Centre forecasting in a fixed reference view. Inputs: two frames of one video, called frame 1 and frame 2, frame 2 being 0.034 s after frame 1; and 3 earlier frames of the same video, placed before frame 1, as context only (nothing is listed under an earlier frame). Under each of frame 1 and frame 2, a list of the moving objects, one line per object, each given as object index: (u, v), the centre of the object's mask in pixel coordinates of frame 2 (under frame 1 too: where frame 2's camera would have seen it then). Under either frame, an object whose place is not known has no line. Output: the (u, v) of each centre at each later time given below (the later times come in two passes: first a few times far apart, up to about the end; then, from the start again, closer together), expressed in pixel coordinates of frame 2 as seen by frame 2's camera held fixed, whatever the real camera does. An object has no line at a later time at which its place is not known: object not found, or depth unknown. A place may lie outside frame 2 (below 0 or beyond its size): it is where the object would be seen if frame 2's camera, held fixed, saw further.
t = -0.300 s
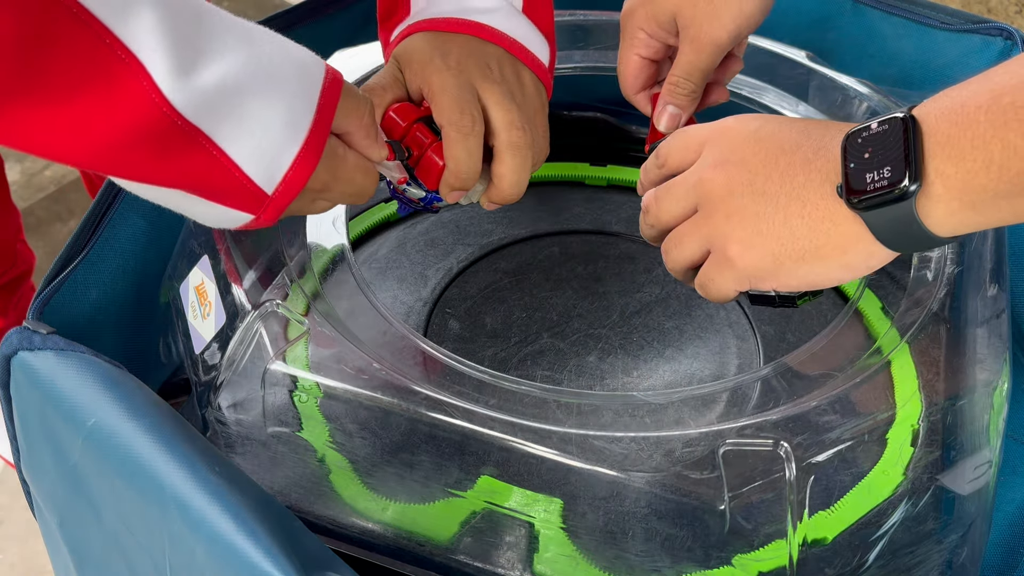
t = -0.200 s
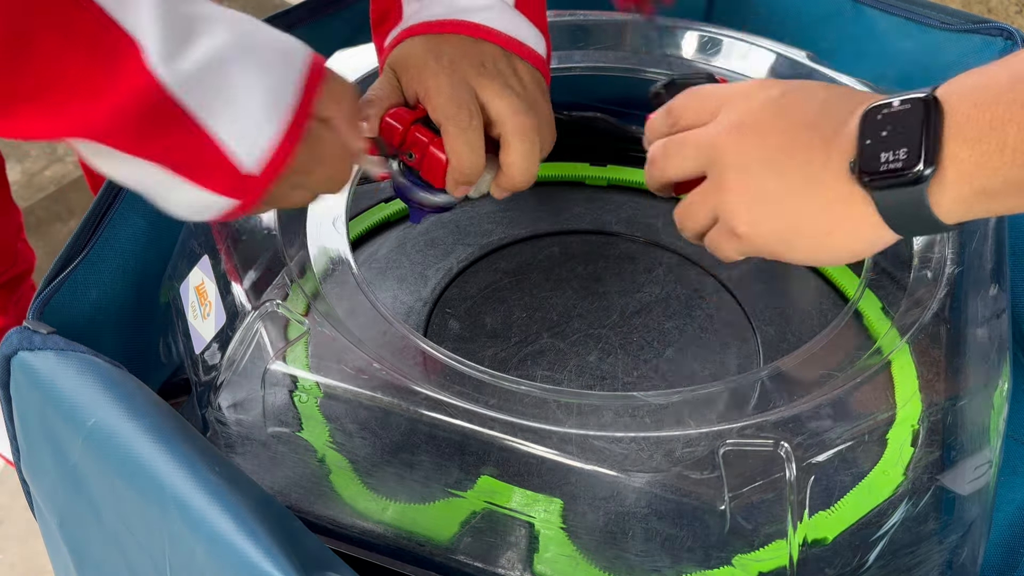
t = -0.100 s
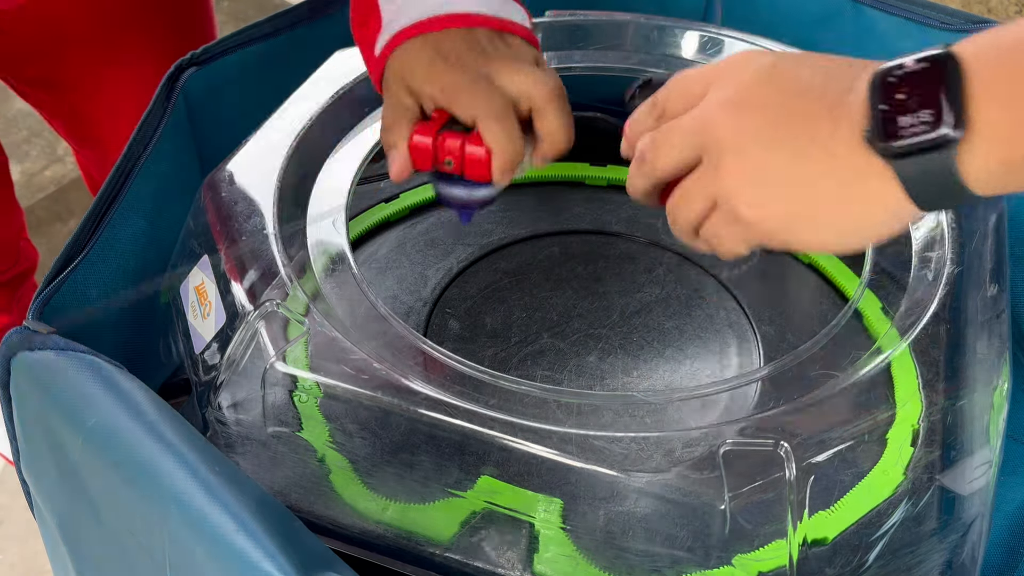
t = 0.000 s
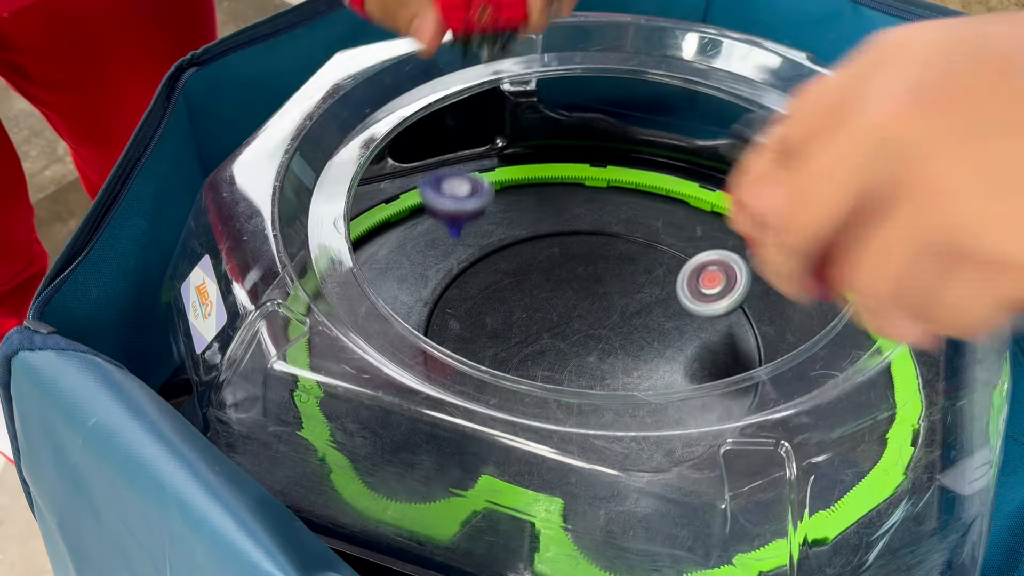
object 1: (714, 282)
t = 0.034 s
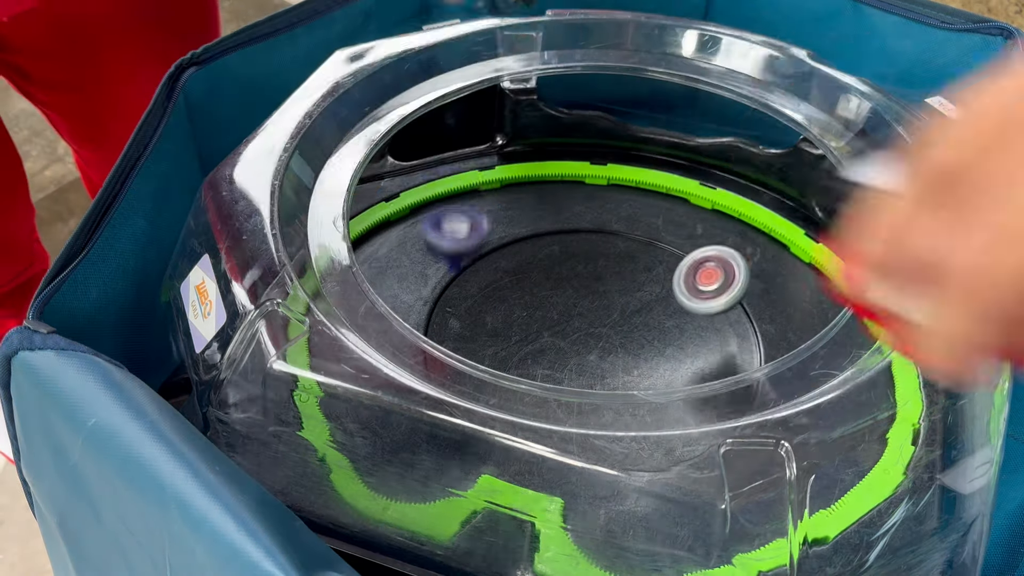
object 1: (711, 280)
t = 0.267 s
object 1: (640, 397)
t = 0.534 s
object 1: (551, 435)
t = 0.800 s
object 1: (574, 401)
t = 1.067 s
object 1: (621, 349)
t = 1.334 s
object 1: (583, 364)
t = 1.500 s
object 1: (529, 405)
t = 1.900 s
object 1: (587, 415)
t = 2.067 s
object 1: (972, 211)
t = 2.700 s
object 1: (935, 152)
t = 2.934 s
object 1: (935, 153)
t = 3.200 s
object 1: (936, 158)
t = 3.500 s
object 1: (934, 152)
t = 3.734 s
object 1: (937, 153)
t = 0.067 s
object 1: (706, 289)
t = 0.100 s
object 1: (700, 313)
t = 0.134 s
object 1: (690, 347)
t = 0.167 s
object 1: (680, 352)
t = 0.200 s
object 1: (668, 373)
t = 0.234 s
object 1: (655, 383)
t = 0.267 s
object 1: (640, 397)
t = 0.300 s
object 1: (625, 409)
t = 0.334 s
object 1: (611, 416)
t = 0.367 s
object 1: (597, 422)
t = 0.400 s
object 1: (584, 429)
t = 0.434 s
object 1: (575, 429)
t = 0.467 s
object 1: (566, 430)
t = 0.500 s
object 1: (556, 436)
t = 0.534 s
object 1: (551, 435)
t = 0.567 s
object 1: (547, 437)
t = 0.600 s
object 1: (546, 434)
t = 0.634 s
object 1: (549, 425)
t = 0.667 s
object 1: (550, 423)
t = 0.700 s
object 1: (555, 419)
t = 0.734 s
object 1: (560, 415)
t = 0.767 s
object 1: (565, 410)
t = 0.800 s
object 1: (574, 401)
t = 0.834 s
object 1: (582, 395)
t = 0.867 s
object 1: (589, 388)
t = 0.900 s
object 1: (600, 371)
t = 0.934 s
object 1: (604, 369)
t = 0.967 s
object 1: (610, 364)
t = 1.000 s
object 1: (615, 359)
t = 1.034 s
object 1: (619, 353)
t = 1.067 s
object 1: (621, 349)
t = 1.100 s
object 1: (623, 346)
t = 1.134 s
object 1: (622, 345)
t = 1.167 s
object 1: (619, 345)
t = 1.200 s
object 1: (615, 346)
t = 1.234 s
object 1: (609, 351)
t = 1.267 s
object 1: (602, 356)
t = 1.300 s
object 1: (592, 360)
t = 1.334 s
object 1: (583, 364)
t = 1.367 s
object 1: (573, 368)
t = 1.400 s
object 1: (565, 371)
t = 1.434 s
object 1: (550, 388)
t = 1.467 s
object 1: (540, 395)
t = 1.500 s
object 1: (529, 405)
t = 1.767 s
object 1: (520, 445)
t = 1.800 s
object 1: (530, 444)
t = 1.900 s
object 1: (587, 415)
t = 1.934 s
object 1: (695, 392)
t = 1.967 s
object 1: (780, 338)
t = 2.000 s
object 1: (853, 300)
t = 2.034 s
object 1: (915, 266)
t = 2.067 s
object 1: (972, 211)
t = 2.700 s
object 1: (935, 152)
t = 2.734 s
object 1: (936, 153)
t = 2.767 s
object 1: (936, 153)
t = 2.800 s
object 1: (936, 153)
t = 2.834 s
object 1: (936, 153)
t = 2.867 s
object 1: (936, 153)
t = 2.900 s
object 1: (936, 153)
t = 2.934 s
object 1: (935, 153)
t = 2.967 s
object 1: (934, 154)
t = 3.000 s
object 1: (937, 157)
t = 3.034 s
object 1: (936, 157)
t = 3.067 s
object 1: (936, 158)
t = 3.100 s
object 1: (936, 158)
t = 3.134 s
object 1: (937, 158)
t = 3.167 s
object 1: (937, 159)
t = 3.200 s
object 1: (936, 158)
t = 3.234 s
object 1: (936, 157)
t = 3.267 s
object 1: (936, 157)
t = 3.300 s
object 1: (936, 155)
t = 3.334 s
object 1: (936, 153)
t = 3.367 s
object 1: (934, 152)
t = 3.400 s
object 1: (933, 152)
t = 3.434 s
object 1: (932, 152)
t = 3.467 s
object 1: (932, 152)
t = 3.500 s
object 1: (934, 152)
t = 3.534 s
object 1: (936, 152)
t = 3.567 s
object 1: (938, 154)
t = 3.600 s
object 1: (938, 154)
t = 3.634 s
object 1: (938, 154)
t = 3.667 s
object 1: (937, 153)
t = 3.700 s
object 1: (938, 153)
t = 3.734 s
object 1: (937, 153)
